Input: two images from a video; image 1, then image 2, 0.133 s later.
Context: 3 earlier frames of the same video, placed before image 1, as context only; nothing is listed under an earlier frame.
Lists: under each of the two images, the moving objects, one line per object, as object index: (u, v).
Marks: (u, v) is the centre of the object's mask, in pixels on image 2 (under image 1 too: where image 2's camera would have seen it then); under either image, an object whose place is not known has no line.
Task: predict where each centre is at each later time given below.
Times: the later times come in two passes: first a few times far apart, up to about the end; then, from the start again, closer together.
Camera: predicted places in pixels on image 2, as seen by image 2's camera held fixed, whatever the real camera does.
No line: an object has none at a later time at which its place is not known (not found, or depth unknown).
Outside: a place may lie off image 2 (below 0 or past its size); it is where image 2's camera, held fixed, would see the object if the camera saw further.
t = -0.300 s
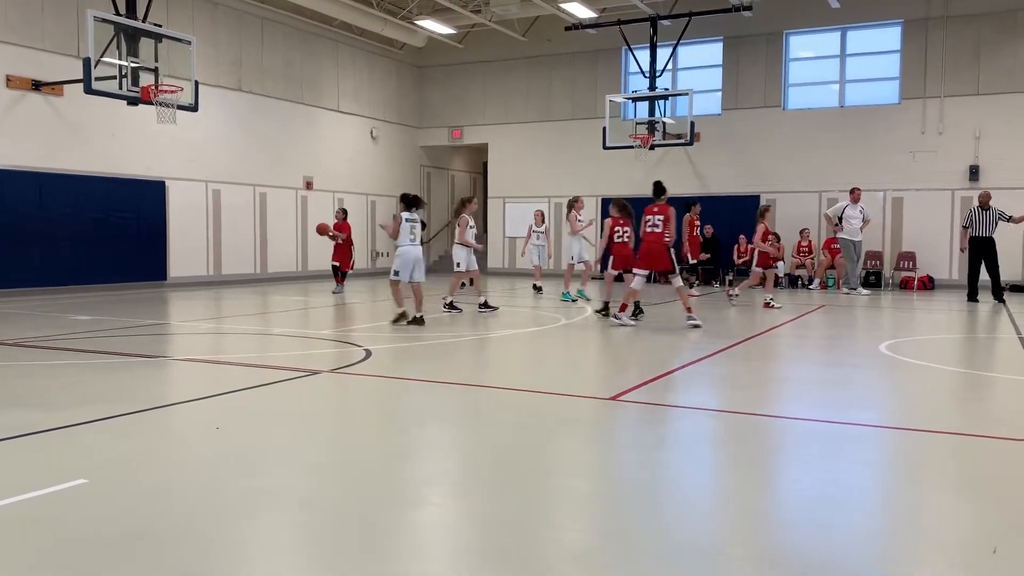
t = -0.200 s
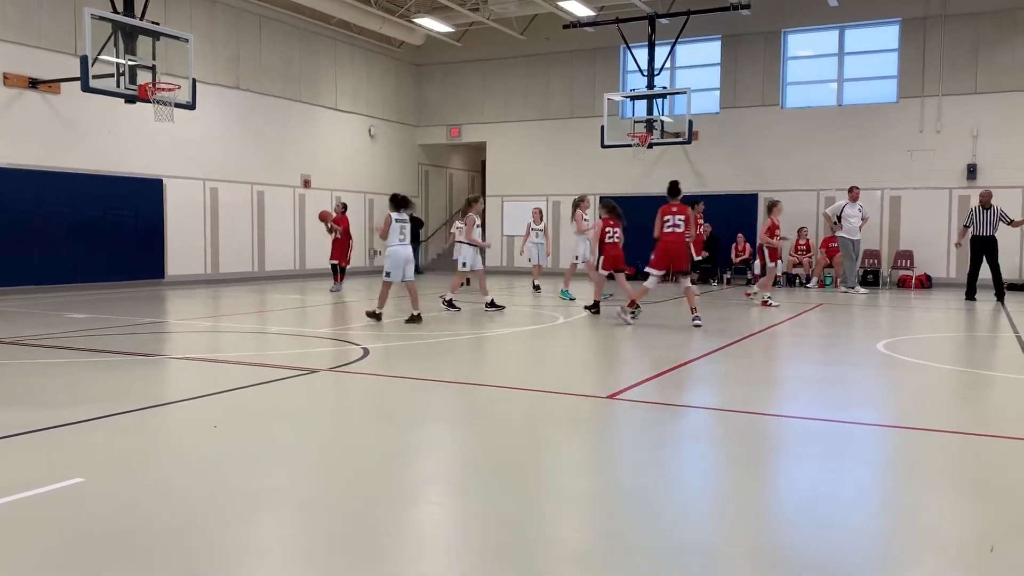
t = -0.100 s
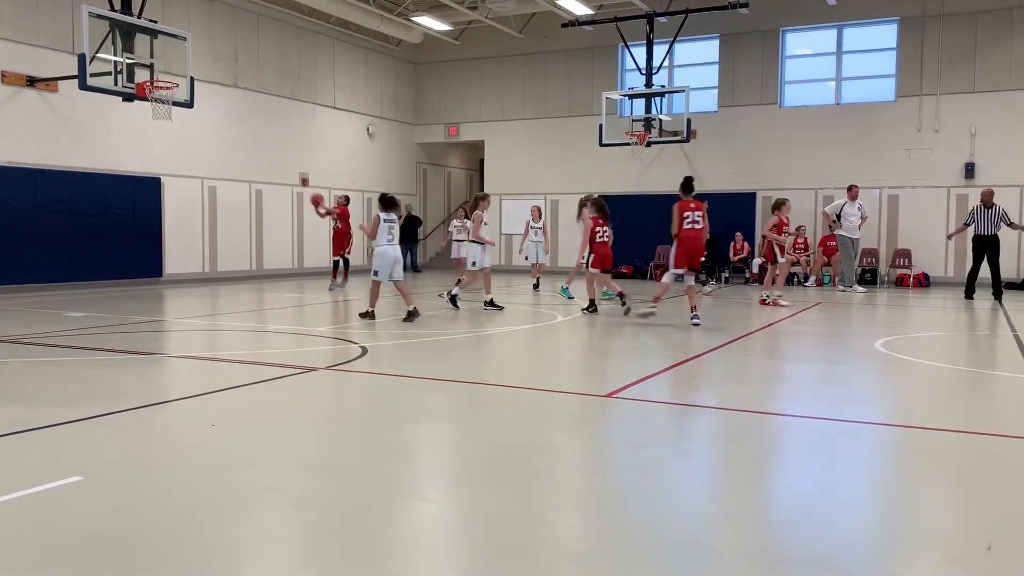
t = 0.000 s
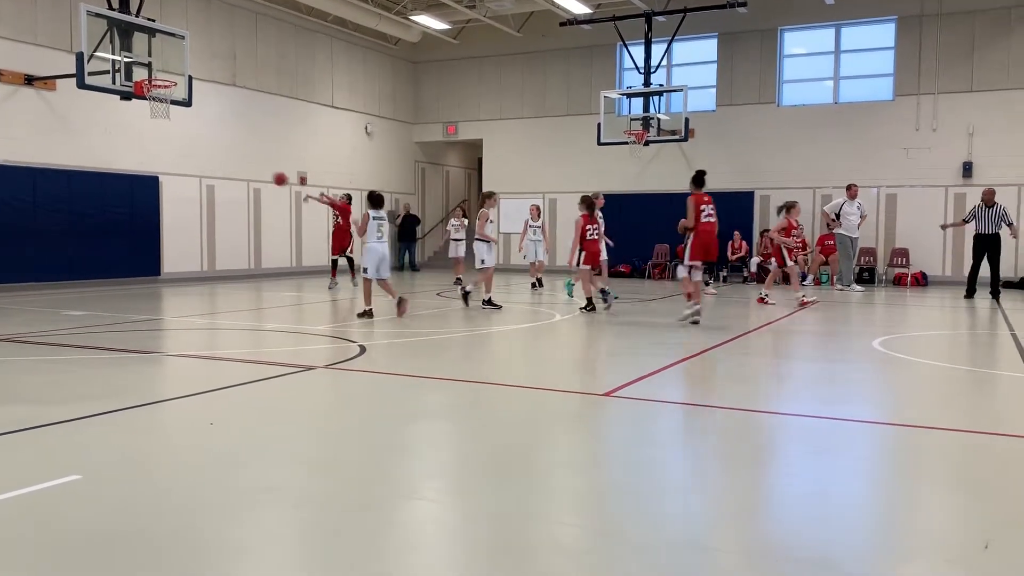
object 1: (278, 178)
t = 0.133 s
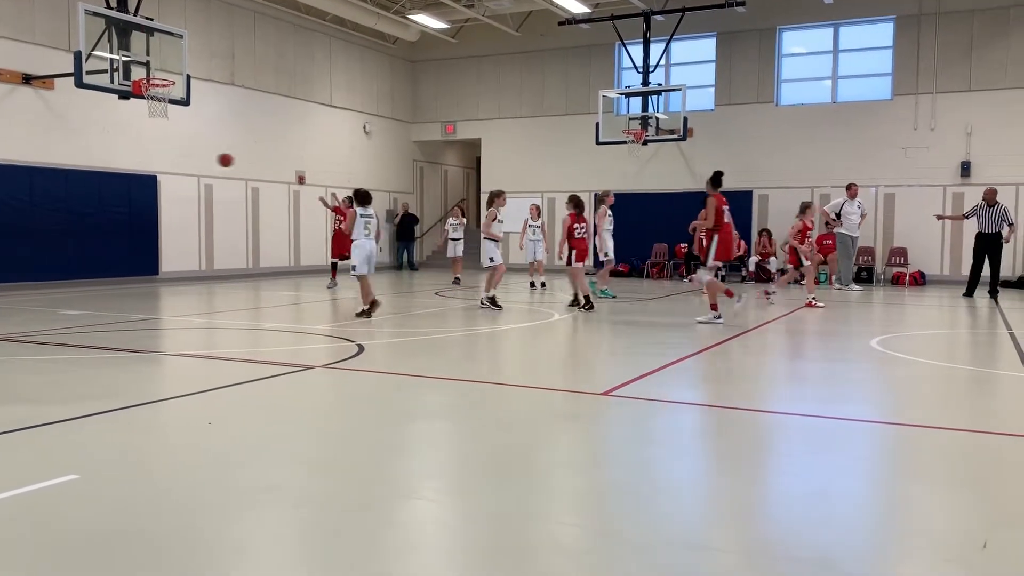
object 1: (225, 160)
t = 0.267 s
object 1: (170, 151)
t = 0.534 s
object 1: (51, 168)
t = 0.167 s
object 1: (212, 157)
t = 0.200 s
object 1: (198, 154)
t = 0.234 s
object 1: (184, 152)
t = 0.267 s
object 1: (170, 151)
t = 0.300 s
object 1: (156, 151)
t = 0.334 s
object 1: (141, 151)
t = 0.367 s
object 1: (127, 152)
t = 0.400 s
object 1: (112, 154)
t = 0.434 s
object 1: (97, 156)
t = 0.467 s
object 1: (82, 160)
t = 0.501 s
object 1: (67, 163)
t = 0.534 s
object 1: (51, 168)
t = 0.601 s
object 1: (19, 180)
